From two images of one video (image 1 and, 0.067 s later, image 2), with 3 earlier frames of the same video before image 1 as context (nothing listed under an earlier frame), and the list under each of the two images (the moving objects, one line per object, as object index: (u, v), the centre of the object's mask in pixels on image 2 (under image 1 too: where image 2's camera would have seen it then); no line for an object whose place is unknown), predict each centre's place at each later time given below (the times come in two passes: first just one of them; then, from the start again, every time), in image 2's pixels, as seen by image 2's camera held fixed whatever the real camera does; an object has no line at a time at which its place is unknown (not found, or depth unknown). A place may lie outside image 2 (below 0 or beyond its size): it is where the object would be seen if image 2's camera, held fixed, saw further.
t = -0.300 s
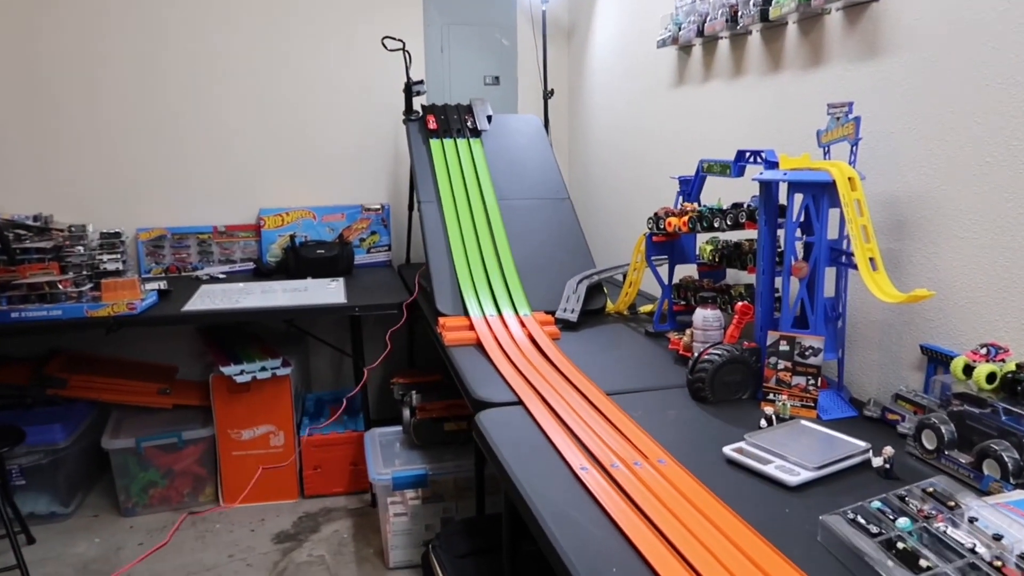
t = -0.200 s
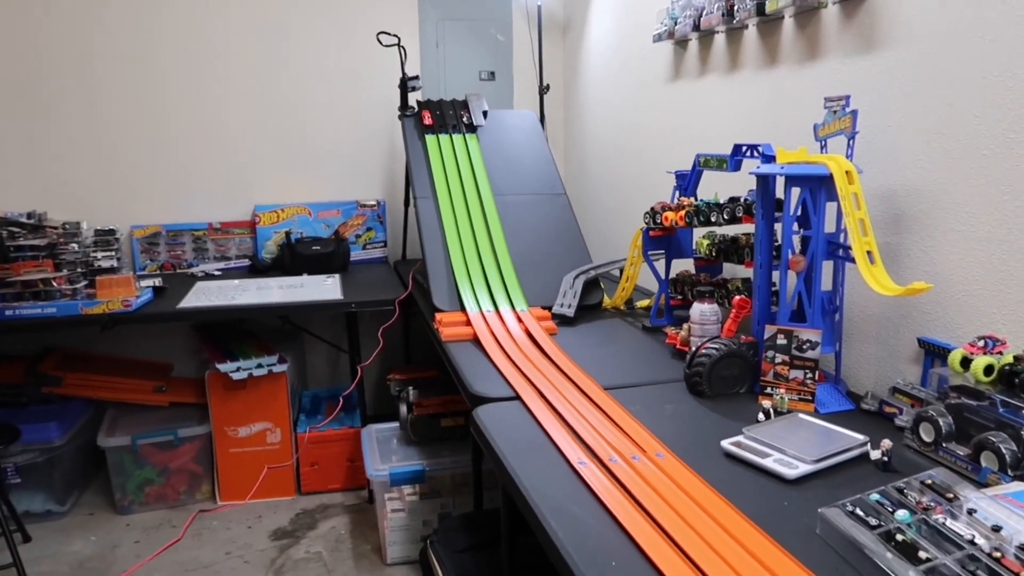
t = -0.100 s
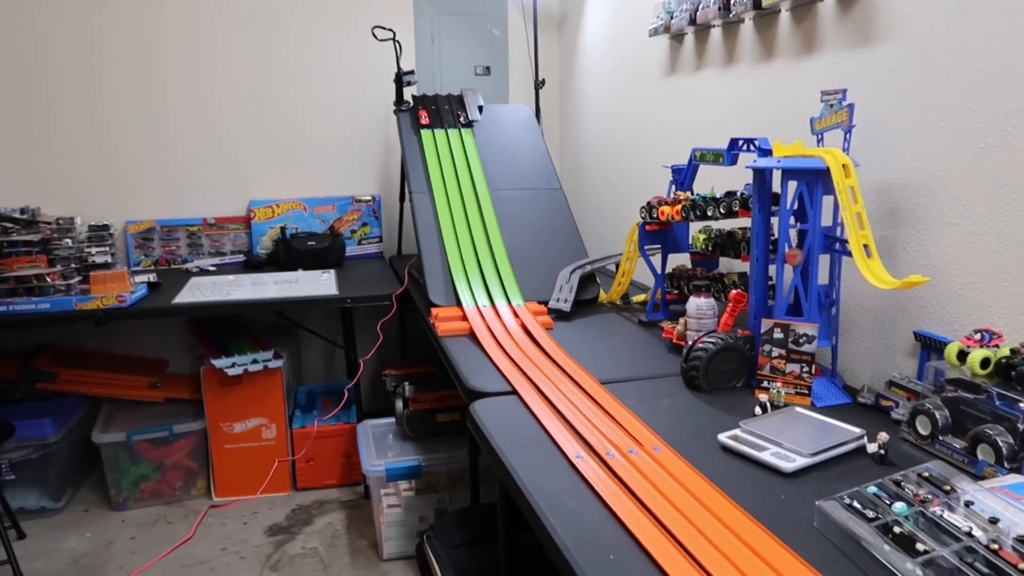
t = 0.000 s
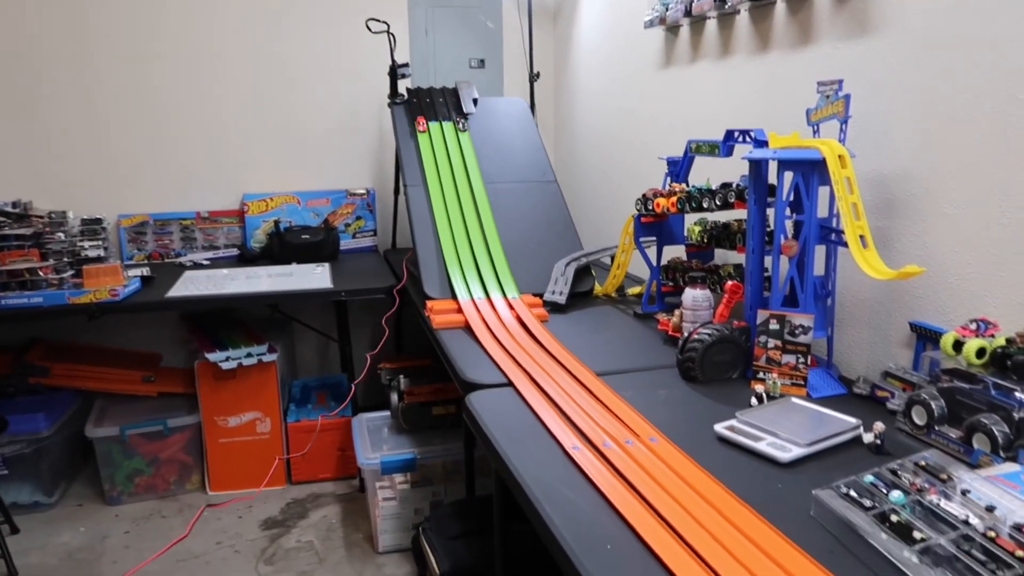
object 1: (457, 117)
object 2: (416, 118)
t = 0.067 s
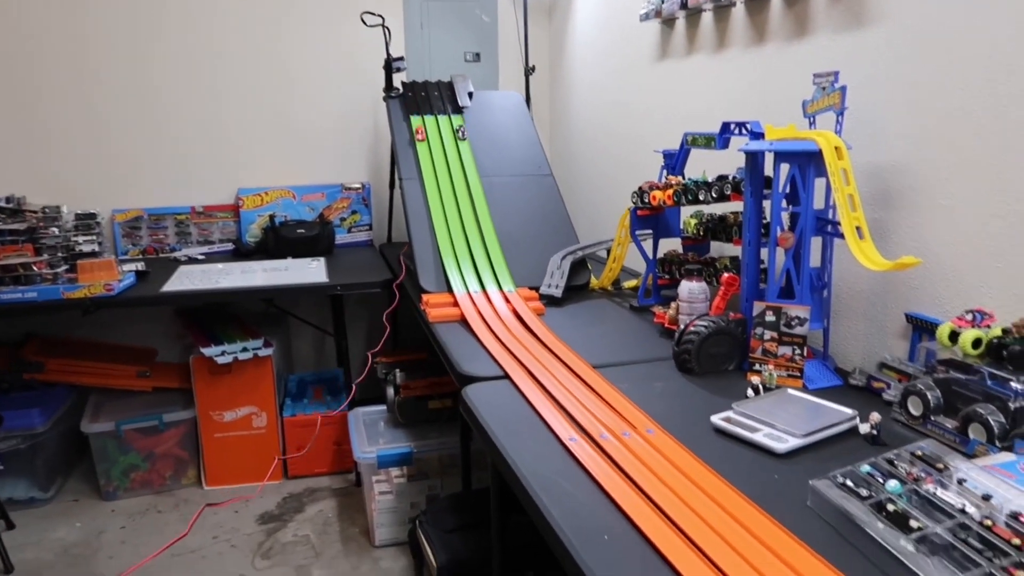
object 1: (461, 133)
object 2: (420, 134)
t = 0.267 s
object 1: (482, 208)
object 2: (437, 210)
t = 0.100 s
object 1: (463, 142)
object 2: (422, 143)
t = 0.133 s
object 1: (465, 152)
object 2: (424, 154)
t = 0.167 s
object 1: (469, 164)
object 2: (427, 166)
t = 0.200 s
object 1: (472, 177)
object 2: (429, 179)
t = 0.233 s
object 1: (477, 192)
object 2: (433, 193)
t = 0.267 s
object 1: (482, 208)
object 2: (437, 210)
